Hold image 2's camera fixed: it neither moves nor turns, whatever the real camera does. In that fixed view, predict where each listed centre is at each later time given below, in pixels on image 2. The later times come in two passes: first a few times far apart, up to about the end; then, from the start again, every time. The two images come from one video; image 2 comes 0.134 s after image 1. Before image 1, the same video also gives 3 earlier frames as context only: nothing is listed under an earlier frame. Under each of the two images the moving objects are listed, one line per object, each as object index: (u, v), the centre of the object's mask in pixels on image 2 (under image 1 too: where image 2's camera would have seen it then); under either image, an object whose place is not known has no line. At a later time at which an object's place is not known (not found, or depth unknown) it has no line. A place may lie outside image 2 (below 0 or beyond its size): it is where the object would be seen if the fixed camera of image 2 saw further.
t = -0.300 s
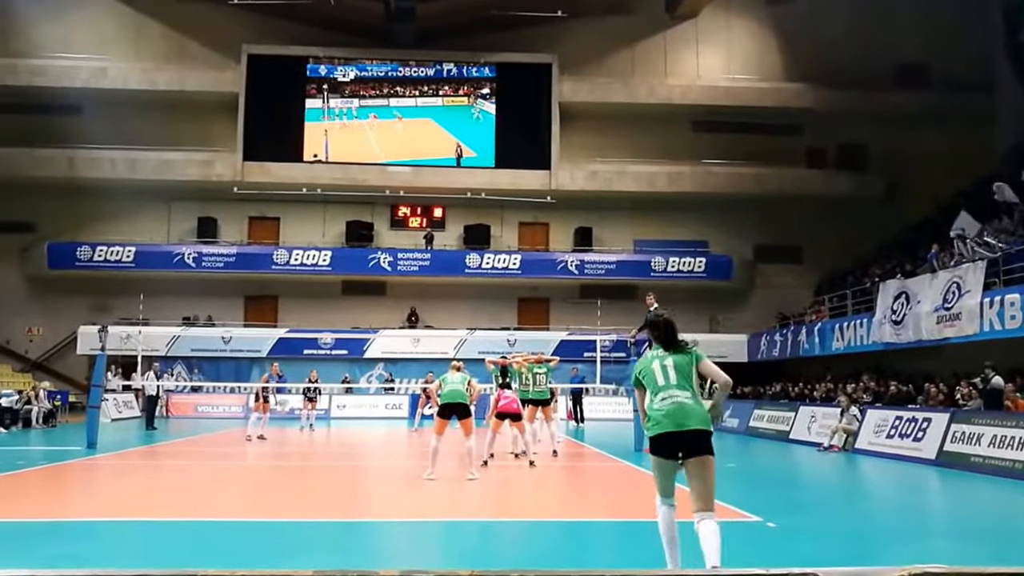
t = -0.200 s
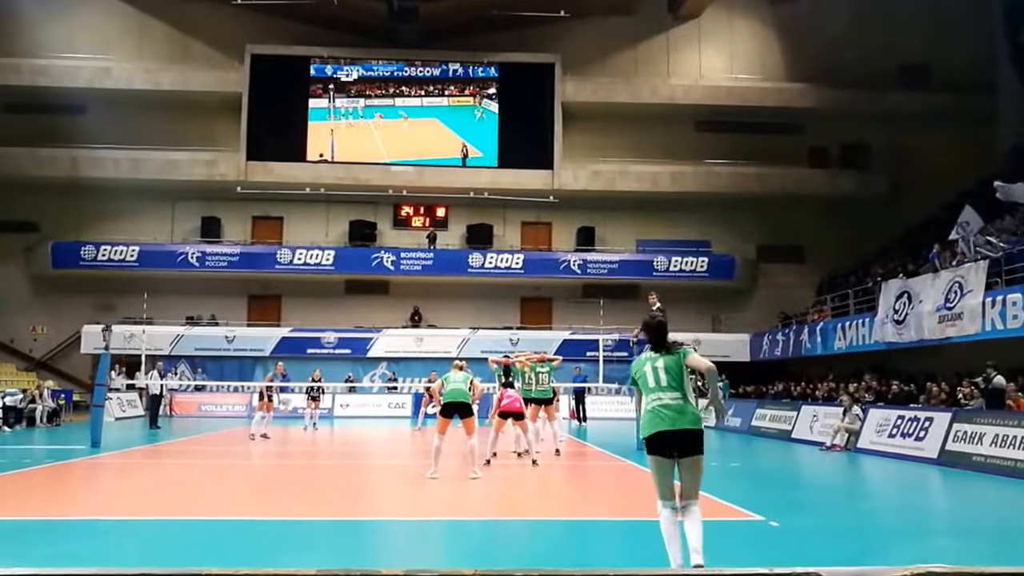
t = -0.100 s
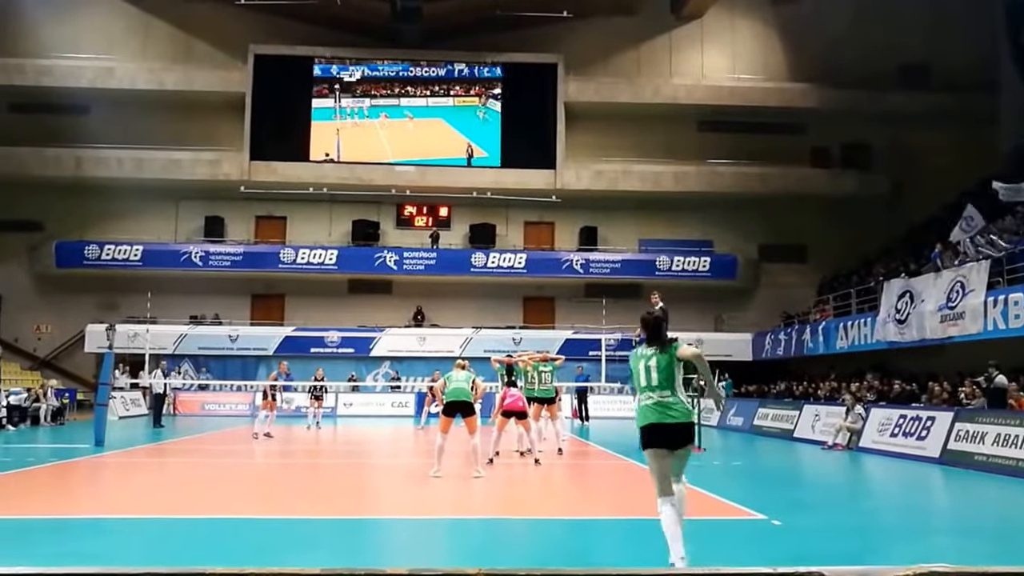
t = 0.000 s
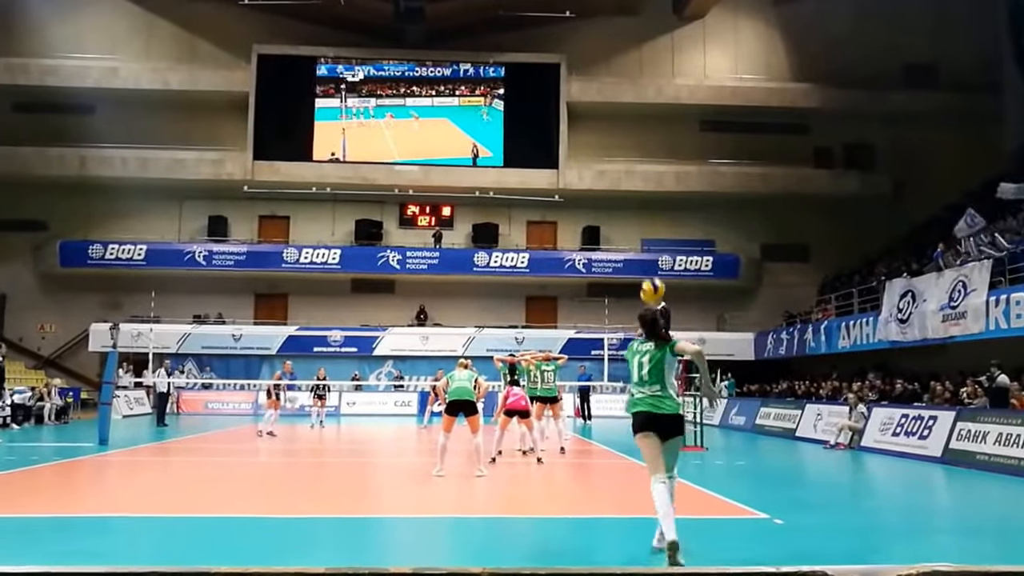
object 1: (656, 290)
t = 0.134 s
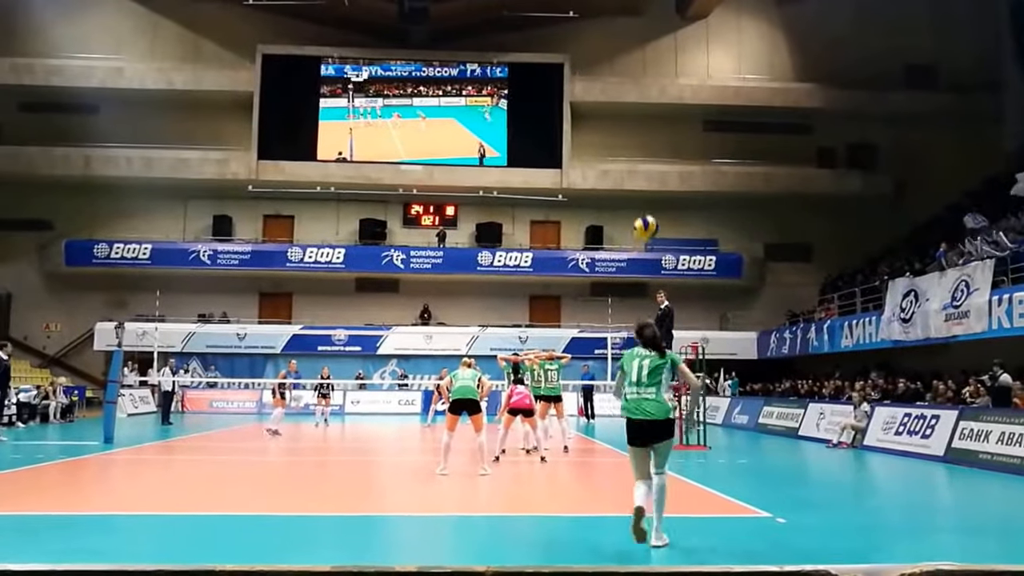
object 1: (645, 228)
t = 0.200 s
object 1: (639, 207)
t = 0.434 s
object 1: (625, 175)
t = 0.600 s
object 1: (615, 187)
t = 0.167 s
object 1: (642, 216)
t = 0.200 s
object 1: (639, 207)
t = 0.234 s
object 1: (636, 198)
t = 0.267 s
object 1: (634, 191)
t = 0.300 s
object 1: (633, 186)
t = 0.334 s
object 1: (631, 181)
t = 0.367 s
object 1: (629, 178)
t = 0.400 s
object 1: (627, 176)
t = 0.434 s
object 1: (625, 175)
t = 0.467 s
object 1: (623, 175)
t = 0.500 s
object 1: (621, 176)
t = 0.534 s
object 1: (619, 179)
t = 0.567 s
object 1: (616, 182)
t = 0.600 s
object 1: (615, 187)
